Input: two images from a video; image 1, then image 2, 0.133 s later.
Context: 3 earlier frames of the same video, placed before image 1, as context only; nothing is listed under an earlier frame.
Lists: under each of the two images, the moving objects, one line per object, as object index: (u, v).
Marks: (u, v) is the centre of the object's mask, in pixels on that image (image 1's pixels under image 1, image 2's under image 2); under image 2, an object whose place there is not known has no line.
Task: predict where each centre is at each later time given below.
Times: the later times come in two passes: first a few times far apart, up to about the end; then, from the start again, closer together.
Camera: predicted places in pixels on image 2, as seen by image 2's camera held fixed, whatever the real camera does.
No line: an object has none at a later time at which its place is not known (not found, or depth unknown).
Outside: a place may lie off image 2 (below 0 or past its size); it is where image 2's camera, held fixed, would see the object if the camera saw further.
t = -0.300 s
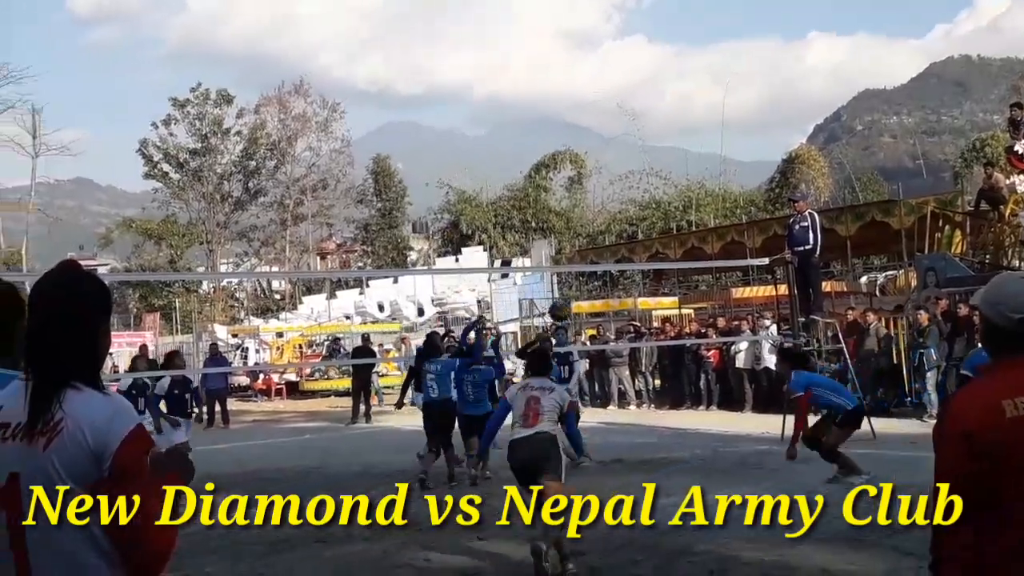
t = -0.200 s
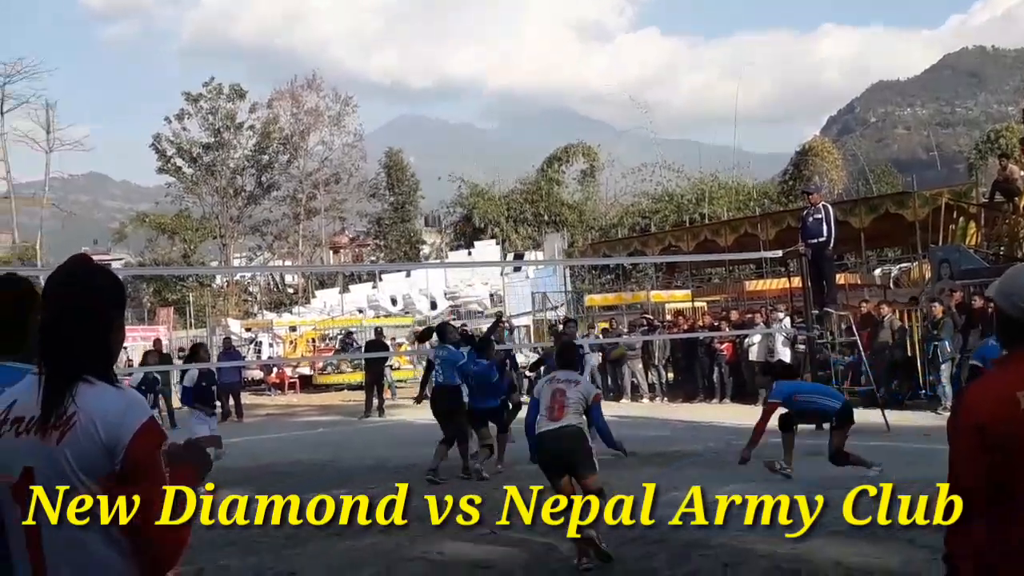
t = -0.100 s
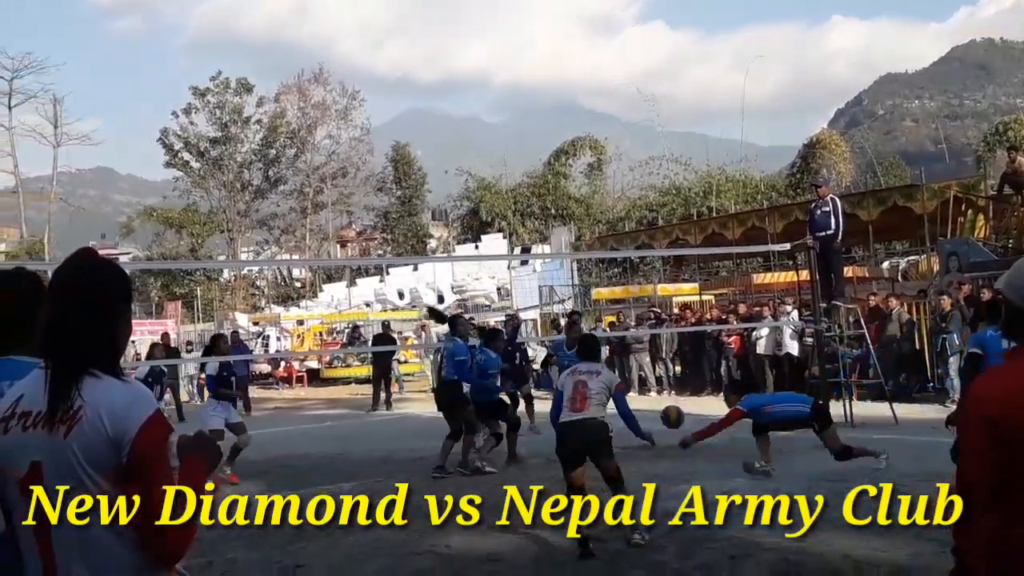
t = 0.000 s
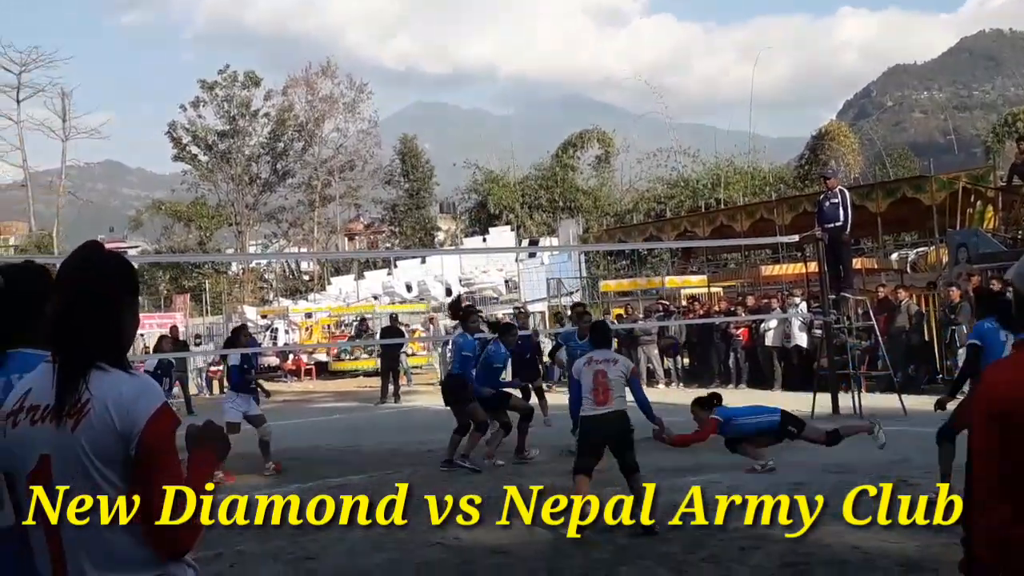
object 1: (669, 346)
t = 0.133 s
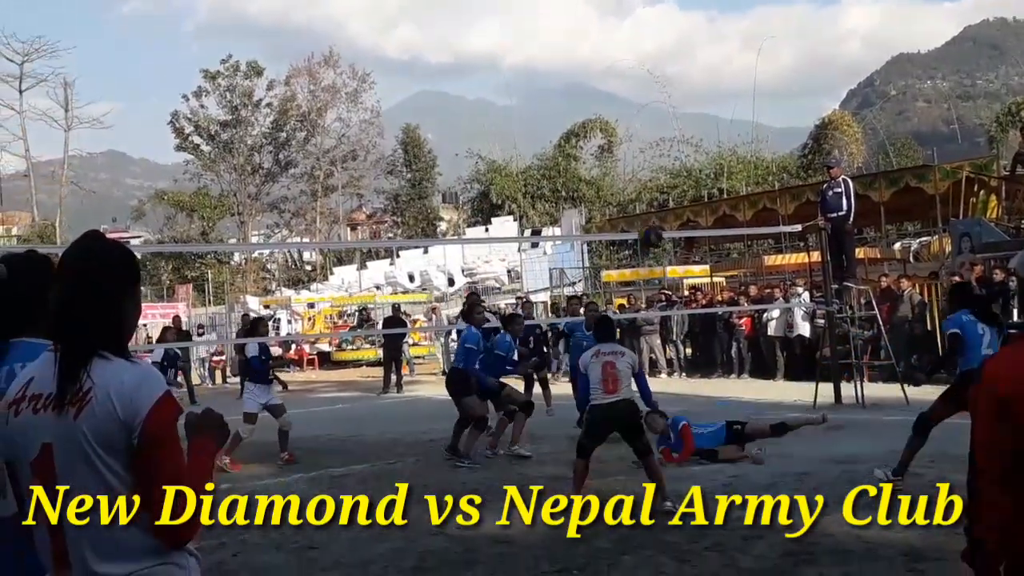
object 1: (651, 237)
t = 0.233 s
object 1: (635, 171)
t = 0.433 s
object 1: (607, 66)
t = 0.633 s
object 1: (585, 2)
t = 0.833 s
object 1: (562, -15)
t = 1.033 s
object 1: (542, 16)
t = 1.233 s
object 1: (522, 109)
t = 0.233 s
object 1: (635, 171)
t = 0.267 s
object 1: (630, 150)
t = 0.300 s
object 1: (625, 131)
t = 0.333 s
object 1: (621, 114)
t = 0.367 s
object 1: (616, 97)
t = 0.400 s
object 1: (611, 81)
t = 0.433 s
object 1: (607, 66)
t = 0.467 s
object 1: (604, 53)
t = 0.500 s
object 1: (600, 41)
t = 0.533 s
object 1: (595, 29)
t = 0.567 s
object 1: (591, 19)
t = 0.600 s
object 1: (588, 9)
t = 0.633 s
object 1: (585, 2)
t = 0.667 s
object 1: (580, -4)
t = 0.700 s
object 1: (577, -9)
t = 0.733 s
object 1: (573, -12)
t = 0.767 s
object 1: (570, -14)
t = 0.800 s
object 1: (566, -15)
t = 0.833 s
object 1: (562, -15)
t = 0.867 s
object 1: (559, -15)
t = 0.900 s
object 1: (556, -12)
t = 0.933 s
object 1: (553, -7)
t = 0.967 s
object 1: (549, 0)
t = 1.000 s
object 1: (545, 7)
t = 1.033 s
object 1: (542, 16)
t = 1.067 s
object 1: (539, 28)
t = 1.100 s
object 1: (535, 41)
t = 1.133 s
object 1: (532, 55)
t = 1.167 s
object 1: (529, 71)
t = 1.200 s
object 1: (525, 89)
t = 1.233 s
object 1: (522, 109)
